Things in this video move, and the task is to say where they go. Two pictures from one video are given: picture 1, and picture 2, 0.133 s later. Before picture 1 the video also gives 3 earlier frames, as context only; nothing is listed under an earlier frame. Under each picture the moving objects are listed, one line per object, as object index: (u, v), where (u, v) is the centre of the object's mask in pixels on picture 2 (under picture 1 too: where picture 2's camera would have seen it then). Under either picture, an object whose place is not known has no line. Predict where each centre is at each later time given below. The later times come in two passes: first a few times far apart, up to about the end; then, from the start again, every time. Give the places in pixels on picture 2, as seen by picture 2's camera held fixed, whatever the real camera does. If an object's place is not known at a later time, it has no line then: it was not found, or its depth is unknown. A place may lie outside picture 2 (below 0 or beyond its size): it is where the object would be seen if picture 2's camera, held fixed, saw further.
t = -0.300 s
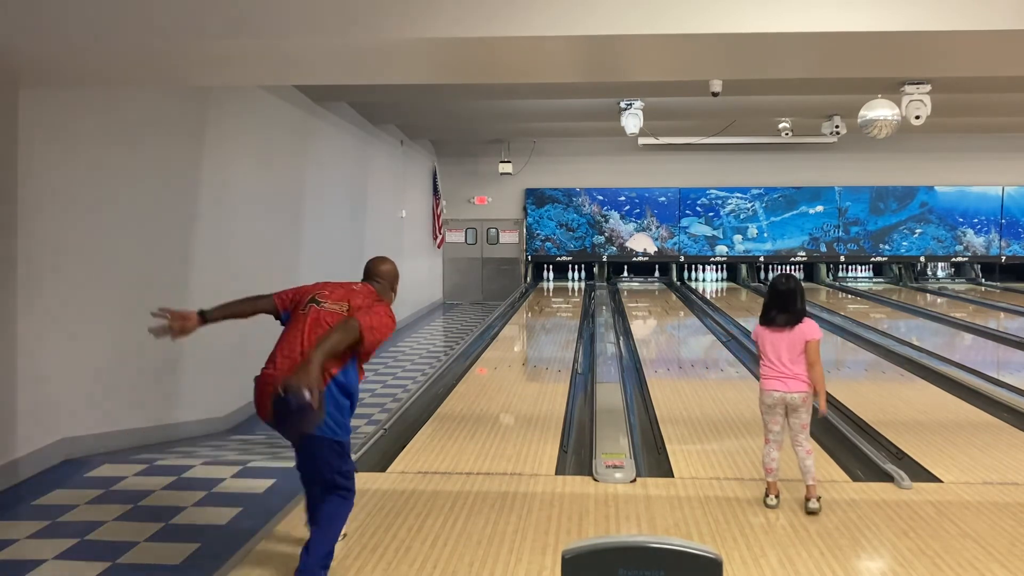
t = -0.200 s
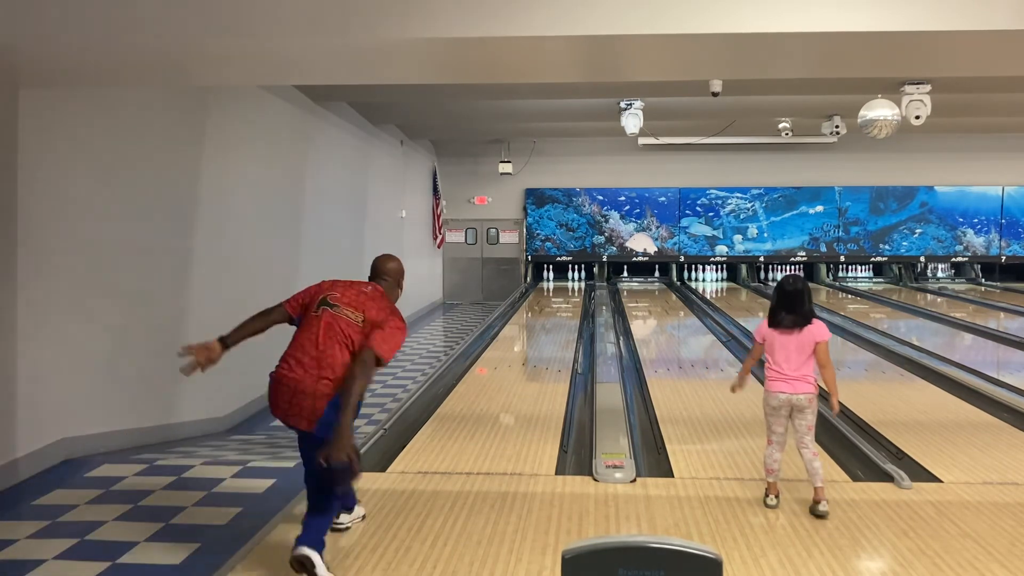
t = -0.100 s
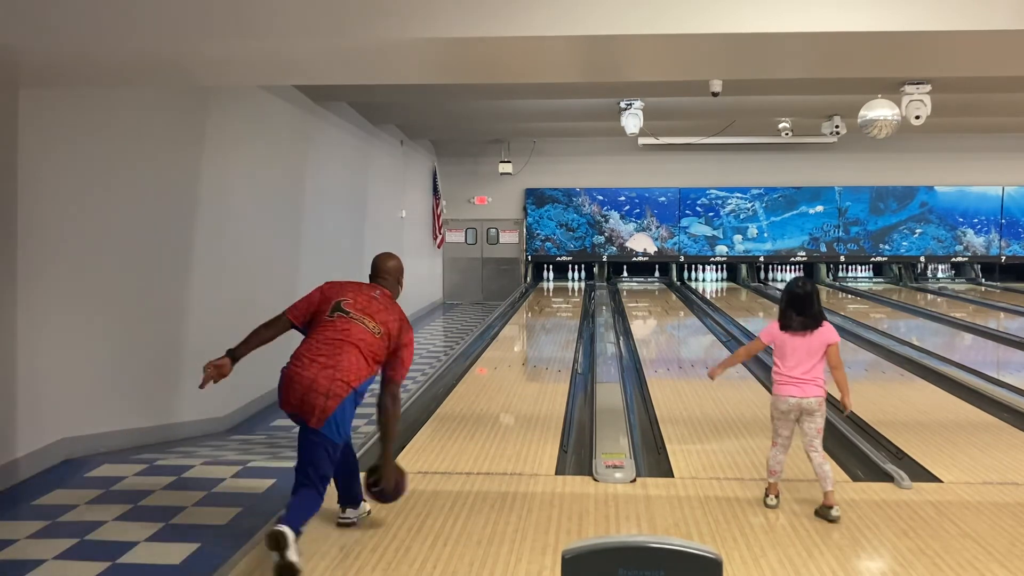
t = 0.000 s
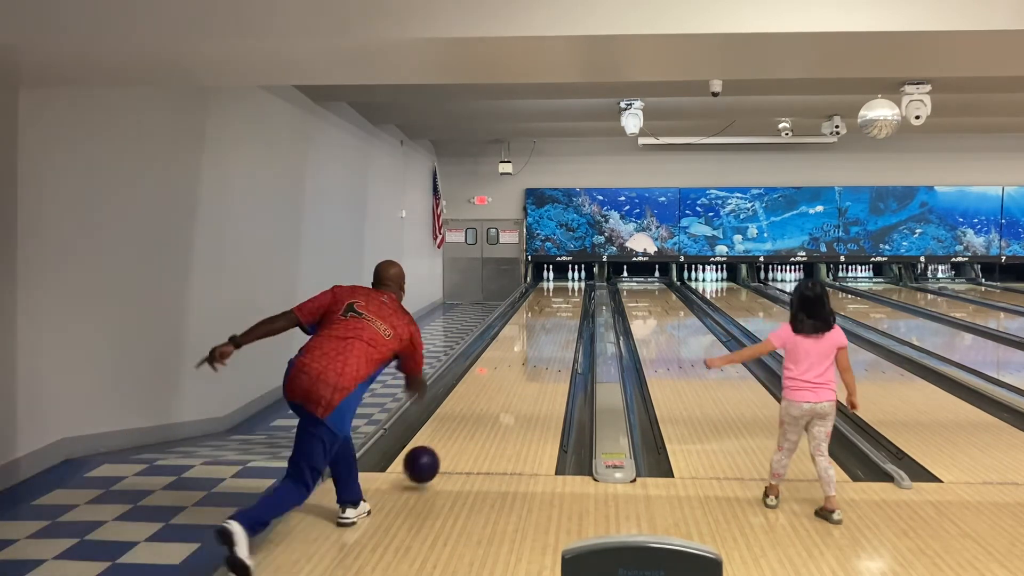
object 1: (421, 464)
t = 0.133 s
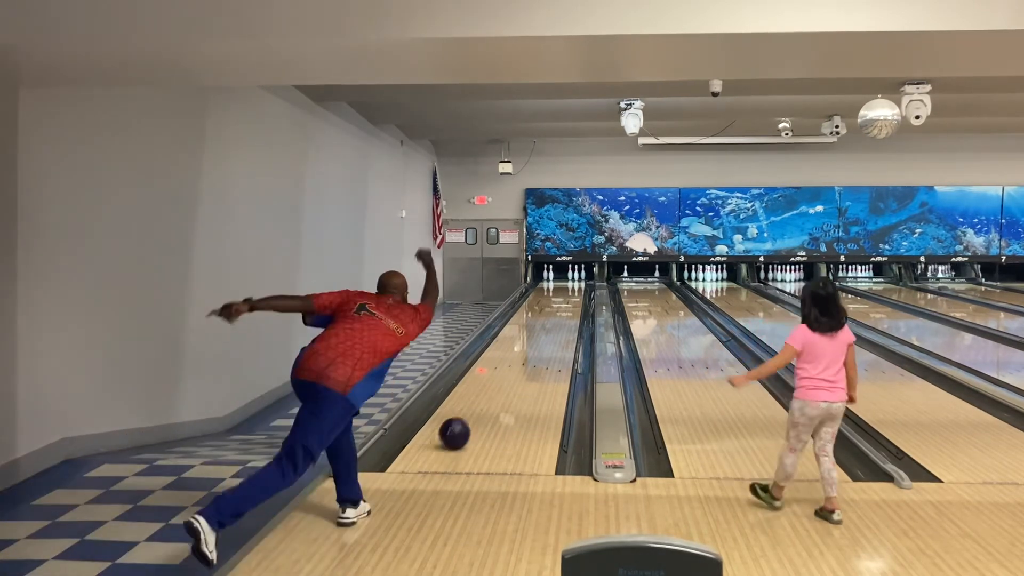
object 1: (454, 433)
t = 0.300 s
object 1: (484, 399)
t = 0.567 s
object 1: (515, 362)
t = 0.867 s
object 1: (537, 335)
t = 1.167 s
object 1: (552, 316)
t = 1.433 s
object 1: (562, 304)
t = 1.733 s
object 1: (569, 294)
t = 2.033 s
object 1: (573, 285)
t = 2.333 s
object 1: (574, 279)
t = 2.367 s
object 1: (574, 279)
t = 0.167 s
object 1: (461, 426)
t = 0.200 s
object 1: (467, 418)
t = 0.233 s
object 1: (473, 412)
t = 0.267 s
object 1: (479, 405)
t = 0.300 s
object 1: (484, 399)
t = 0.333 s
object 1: (488, 394)
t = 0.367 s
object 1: (493, 388)
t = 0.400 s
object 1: (497, 383)
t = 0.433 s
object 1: (501, 378)
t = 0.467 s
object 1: (505, 374)
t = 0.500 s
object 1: (508, 370)
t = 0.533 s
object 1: (512, 366)
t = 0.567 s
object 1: (515, 362)
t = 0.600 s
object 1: (518, 358)
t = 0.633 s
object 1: (521, 355)
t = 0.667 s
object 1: (523, 352)
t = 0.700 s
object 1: (526, 349)
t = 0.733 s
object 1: (528, 346)
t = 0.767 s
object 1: (531, 343)
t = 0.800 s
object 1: (533, 340)
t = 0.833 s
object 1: (535, 337)
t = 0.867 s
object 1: (537, 335)
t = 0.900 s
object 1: (539, 333)
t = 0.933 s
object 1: (541, 330)
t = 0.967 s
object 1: (542, 328)
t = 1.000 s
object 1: (544, 326)
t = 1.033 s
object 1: (546, 324)
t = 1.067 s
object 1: (548, 322)
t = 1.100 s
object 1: (549, 320)
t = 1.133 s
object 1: (550, 318)
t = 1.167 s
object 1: (552, 316)
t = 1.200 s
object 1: (553, 314)
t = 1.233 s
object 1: (554, 313)
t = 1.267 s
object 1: (556, 311)
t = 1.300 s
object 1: (557, 309)
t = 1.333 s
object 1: (558, 308)
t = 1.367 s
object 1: (559, 306)
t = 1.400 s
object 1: (561, 305)
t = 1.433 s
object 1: (562, 304)
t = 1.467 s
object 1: (563, 302)
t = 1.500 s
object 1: (563, 301)
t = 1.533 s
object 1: (564, 300)
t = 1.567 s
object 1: (565, 299)
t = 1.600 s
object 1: (566, 298)
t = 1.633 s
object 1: (566, 297)
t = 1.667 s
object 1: (567, 296)
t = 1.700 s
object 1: (569, 294)
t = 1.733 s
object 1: (569, 294)
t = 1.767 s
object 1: (569, 293)
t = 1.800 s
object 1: (570, 292)
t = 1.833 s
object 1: (570, 291)
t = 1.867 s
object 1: (571, 290)
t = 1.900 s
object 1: (572, 289)
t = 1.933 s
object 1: (572, 288)
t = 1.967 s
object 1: (573, 287)
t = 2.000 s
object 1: (573, 286)
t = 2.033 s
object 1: (573, 285)
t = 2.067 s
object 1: (573, 285)
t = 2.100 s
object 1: (573, 284)
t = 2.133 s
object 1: (573, 284)
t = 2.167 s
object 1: (574, 283)
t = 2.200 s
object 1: (574, 282)
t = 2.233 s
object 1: (574, 282)
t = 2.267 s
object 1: (574, 281)
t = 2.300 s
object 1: (574, 280)
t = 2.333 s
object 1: (574, 279)
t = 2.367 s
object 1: (574, 279)
